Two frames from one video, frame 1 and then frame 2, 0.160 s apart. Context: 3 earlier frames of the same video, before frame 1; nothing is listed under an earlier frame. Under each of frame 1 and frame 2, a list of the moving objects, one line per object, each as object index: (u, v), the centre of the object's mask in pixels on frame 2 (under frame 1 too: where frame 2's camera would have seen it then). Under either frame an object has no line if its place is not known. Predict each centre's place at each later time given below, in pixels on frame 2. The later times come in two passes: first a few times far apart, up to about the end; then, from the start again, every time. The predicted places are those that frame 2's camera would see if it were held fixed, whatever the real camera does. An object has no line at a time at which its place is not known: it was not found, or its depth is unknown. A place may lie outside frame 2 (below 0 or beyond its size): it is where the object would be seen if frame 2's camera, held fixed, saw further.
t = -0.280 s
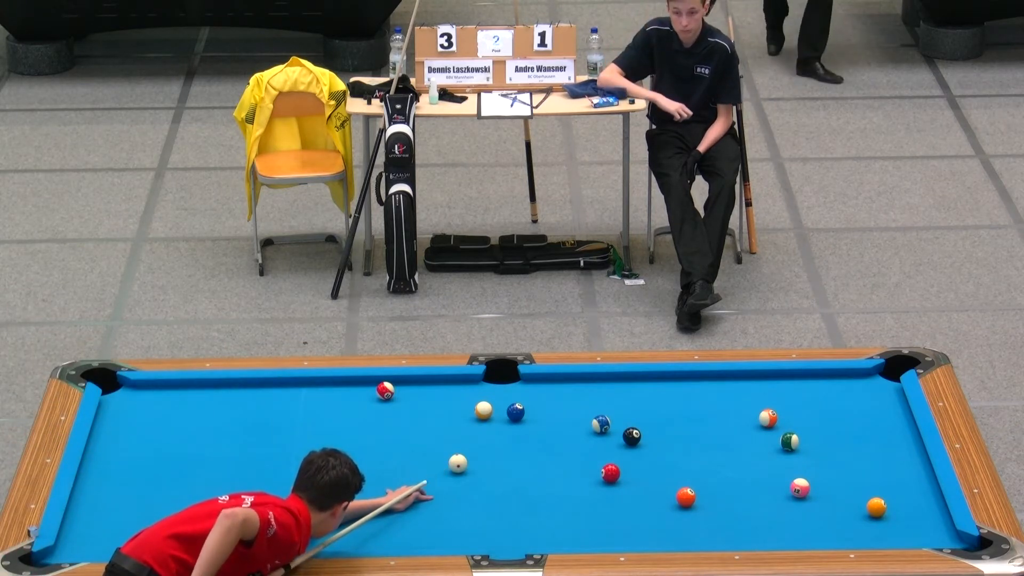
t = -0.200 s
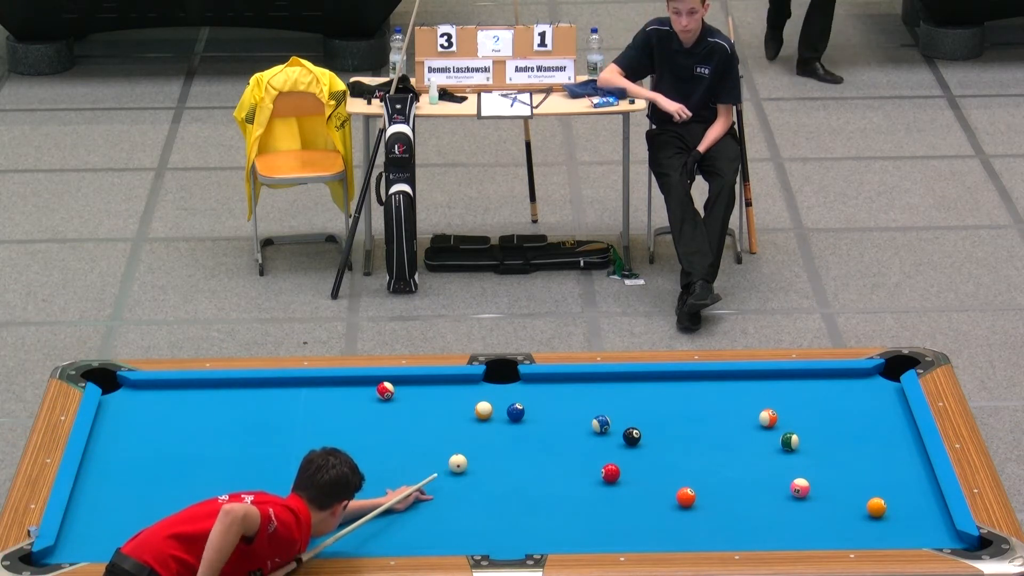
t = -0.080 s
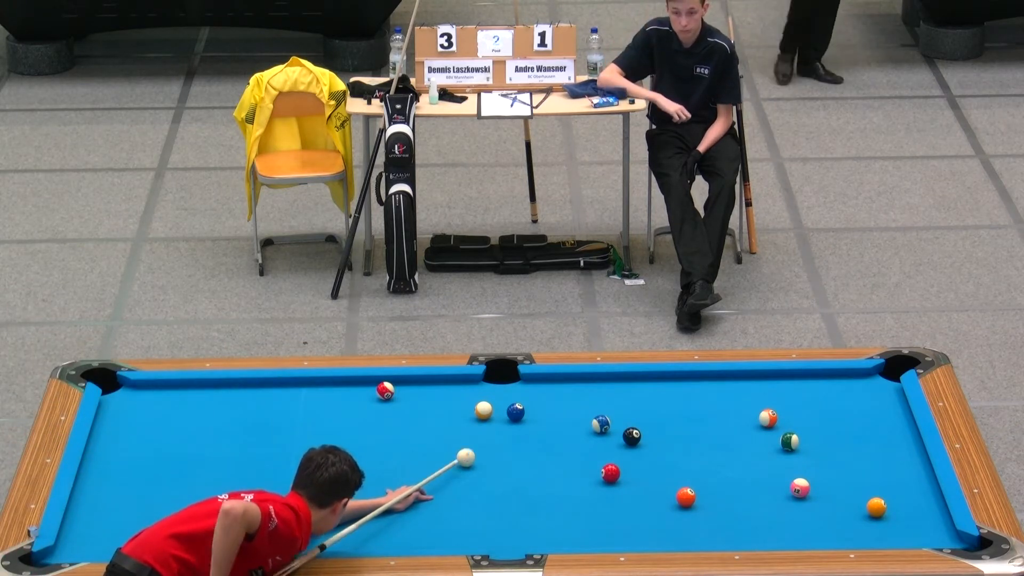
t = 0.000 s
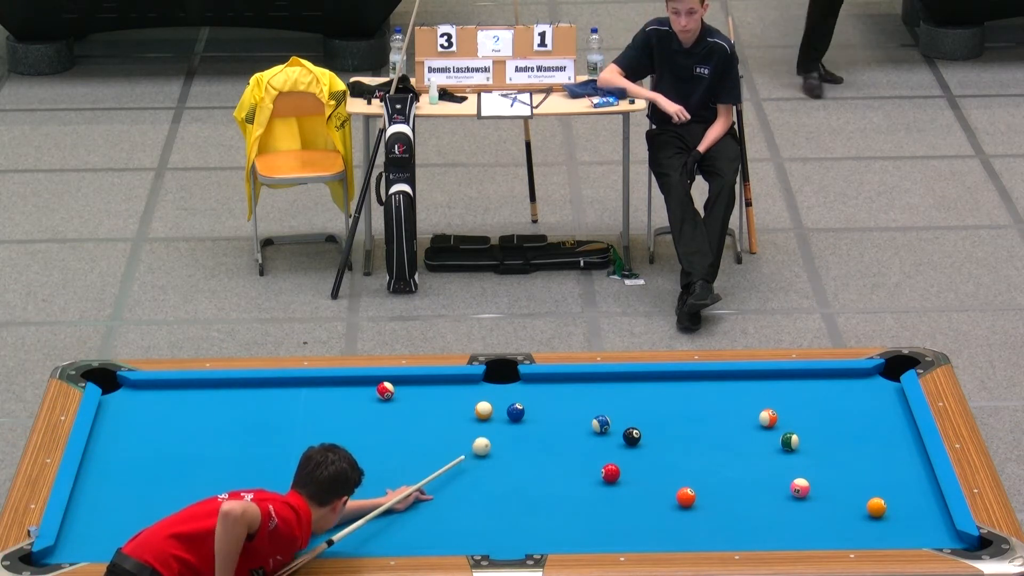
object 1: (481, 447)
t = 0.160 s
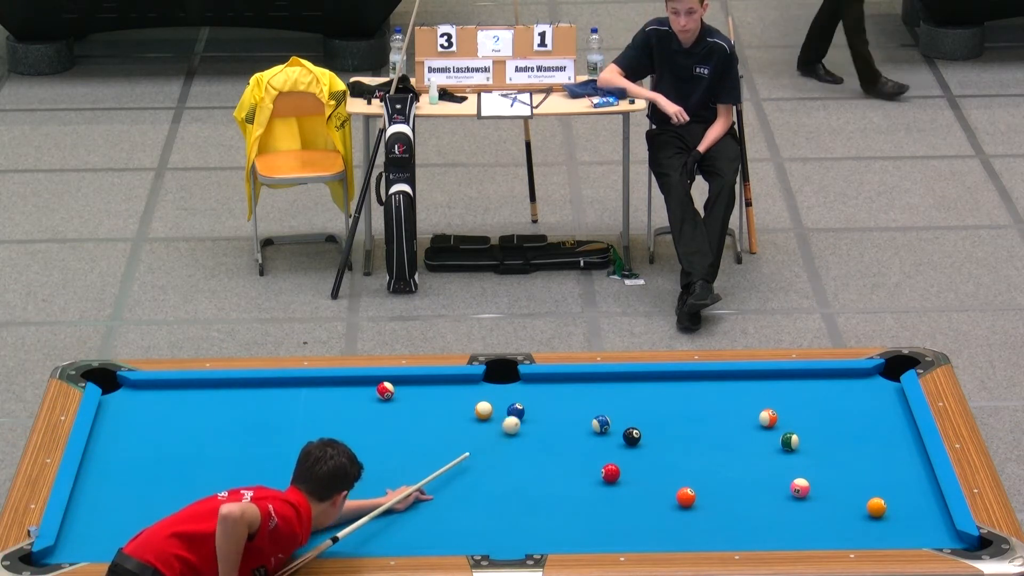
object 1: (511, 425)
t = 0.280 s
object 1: (535, 416)
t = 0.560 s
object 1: (593, 403)
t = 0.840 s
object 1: (648, 390)
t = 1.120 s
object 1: (699, 378)
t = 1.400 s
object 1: (742, 380)
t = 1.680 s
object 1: (781, 385)
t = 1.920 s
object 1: (813, 389)
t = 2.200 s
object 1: (849, 393)
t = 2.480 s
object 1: (883, 397)
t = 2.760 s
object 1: (888, 401)
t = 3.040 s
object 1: (872, 405)
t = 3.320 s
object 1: (858, 408)
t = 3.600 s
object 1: (846, 411)
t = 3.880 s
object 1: (835, 414)
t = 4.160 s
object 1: (827, 416)
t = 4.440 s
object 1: (820, 417)
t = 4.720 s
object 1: (815, 419)
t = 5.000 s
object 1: (813, 420)
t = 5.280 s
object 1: (812, 420)
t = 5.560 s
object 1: (812, 420)
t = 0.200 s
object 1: (518, 420)
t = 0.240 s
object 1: (527, 418)
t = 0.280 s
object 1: (535, 416)
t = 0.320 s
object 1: (544, 414)
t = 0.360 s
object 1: (552, 412)
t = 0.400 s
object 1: (560, 411)
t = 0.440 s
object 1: (569, 409)
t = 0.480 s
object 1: (577, 407)
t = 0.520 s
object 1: (585, 405)
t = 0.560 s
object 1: (593, 403)
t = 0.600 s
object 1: (601, 401)
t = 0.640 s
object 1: (609, 399)
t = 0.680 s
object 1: (617, 397)
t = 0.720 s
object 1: (625, 396)
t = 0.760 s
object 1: (632, 394)
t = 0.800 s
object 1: (640, 392)
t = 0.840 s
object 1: (648, 390)
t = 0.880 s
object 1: (655, 388)
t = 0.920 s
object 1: (663, 386)
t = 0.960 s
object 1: (670, 385)
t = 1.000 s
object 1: (677, 383)
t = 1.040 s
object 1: (685, 381)
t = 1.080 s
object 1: (692, 379)
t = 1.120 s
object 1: (699, 378)
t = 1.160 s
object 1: (707, 376)
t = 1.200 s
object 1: (713, 376)
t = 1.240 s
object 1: (718, 377)
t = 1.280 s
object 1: (724, 378)
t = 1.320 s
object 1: (730, 379)
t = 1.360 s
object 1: (736, 379)
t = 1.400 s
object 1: (742, 380)
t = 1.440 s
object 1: (747, 381)
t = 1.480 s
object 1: (753, 381)
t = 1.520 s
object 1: (759, 382)
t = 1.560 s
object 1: (764, 383)
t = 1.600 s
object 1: (770, 383)
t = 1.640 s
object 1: (775, 384)
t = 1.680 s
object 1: (781, 385)
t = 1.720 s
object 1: (786, 385)
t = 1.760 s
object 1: (792, 386)
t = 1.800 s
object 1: (797, 387)
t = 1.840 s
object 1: (802, 387)
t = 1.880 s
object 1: (808, 388)
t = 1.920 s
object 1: (813, 389)
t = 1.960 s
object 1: (818, 389)
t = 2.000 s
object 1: (823, 390)
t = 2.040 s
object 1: (829, 390)
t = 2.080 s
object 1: (834, 391)
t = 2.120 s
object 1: (839, 392)
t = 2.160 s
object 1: (844, 392)
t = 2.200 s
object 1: (849, 393)
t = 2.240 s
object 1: (854, 394)
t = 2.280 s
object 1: (859, 394)
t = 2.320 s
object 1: (864, 395)
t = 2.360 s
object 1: (869, 395)
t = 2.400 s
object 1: (874, 396)
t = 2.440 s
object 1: (878, 396)
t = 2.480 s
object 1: (883, 397)
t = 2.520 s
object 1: (888, 397)
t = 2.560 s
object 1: (893, 398)
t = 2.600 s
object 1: (897, 398)
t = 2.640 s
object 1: (895, 399)
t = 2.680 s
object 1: (893, 400)
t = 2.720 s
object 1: (890, 400)
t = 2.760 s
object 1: (888, 401)
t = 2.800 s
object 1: (885, 402)
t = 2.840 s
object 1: (883, 402)
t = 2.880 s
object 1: (881, 403)
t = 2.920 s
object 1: (878, 403)
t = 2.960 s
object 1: (876, 404)
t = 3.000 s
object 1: (874, 404)
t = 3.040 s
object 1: (872, 405)
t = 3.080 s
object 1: (869, 405)
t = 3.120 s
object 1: (867, 406)
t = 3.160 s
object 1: (865, 406)
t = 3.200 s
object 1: (864, 407)
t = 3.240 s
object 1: (861, 407)
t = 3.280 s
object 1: (860, 408)
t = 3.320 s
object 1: (858, 408)
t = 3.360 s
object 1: (856, 408)
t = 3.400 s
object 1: (854, 409)
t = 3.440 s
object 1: (852, 409)
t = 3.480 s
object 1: (851, 410)
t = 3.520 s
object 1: (849, 410)
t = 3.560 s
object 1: (847, 411)
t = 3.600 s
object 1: (846, 411)
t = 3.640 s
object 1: (844, 411)
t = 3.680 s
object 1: (842, 412)
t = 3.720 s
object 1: (841, 412)
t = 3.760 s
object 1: (839, 413)
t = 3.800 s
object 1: (838, 413)
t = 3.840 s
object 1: (836, 413)
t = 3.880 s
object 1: (835, 414)
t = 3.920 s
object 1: (834, 414)
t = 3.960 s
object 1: (832, 414)
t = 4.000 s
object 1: (831, 415)
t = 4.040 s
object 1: (830, 415)
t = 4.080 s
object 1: (829, 415)
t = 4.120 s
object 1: (828, 415)
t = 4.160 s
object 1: (827, 416)
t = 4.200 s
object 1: (825, 416)
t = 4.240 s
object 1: (824, 416)
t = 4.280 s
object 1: (823, 417)
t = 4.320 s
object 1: (822, 417)
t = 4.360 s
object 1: (821, 417)
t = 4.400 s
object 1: (821, 417)
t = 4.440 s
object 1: (820, 417)
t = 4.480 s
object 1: (819, 418)
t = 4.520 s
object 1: (818, 418)
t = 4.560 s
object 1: (818, 418)
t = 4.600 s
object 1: (817, 418)
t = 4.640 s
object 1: (816, 418)
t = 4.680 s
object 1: (816, 419)
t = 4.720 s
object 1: (815, 419)
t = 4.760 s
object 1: (815, 419)
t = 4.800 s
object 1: (814, 419)
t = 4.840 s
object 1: (814, 419)
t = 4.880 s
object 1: (813, 419)
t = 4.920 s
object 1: (813, 419)
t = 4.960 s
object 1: (813, 420)
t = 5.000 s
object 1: (813, 420)
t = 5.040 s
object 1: (812, 420)
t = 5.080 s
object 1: (812, 420)
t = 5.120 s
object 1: (812, 420)
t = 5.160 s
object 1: (812, 420)
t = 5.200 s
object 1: (812, 420)
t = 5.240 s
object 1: (812, 420)
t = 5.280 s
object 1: (812, 420)
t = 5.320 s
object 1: (812, 420)
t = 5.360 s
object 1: (812, 420)
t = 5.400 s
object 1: (812, 420)
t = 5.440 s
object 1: (812, 420)
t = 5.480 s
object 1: (812, 420)
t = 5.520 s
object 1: (812, 420)
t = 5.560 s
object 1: (812, 420)
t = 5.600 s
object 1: (812, 420)
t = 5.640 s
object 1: (812, 420)
